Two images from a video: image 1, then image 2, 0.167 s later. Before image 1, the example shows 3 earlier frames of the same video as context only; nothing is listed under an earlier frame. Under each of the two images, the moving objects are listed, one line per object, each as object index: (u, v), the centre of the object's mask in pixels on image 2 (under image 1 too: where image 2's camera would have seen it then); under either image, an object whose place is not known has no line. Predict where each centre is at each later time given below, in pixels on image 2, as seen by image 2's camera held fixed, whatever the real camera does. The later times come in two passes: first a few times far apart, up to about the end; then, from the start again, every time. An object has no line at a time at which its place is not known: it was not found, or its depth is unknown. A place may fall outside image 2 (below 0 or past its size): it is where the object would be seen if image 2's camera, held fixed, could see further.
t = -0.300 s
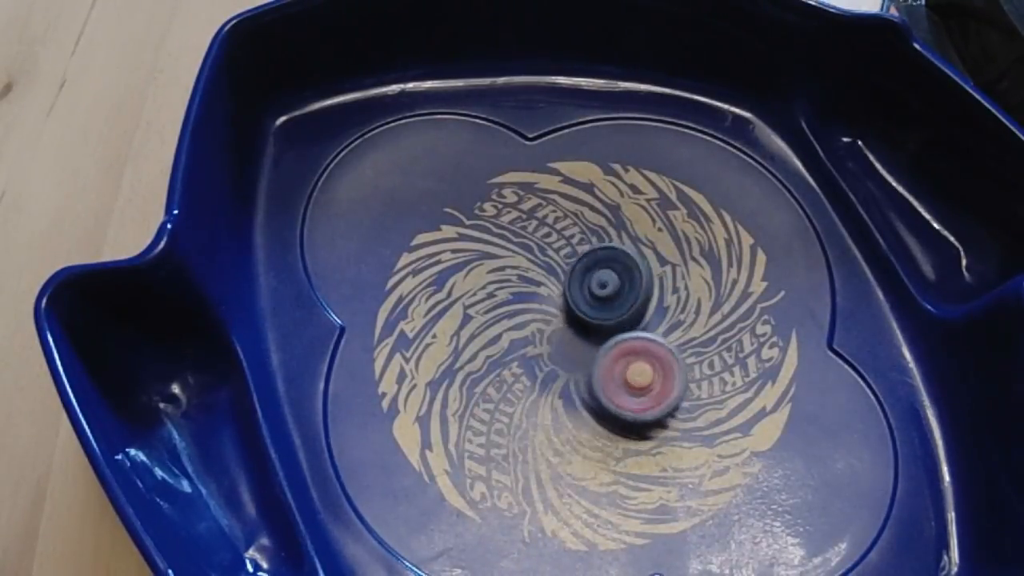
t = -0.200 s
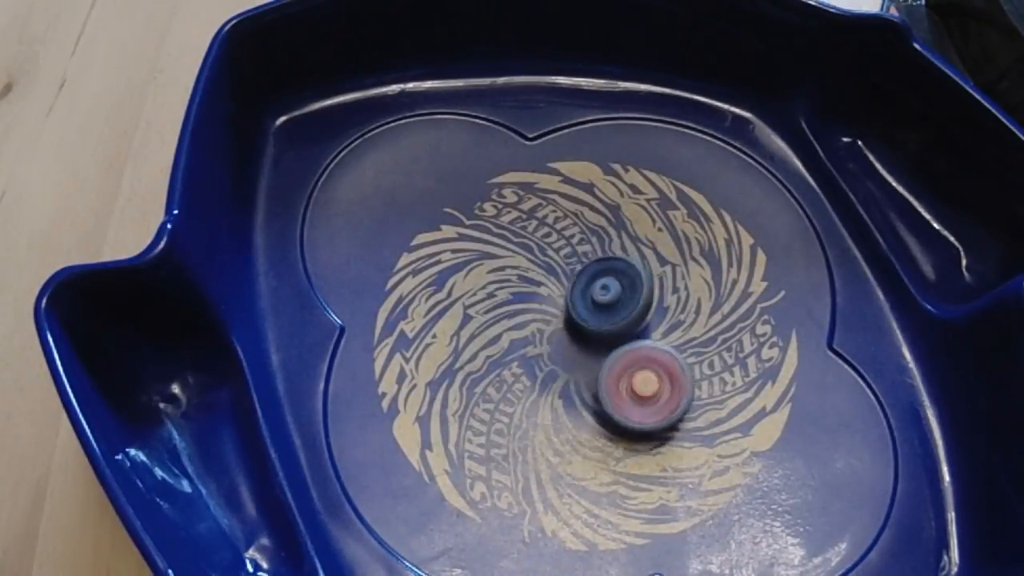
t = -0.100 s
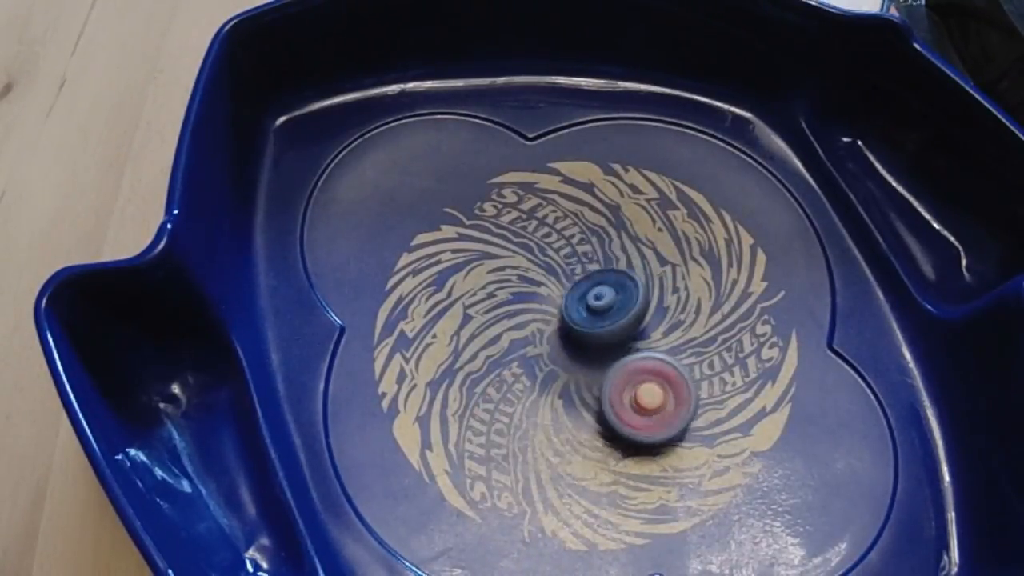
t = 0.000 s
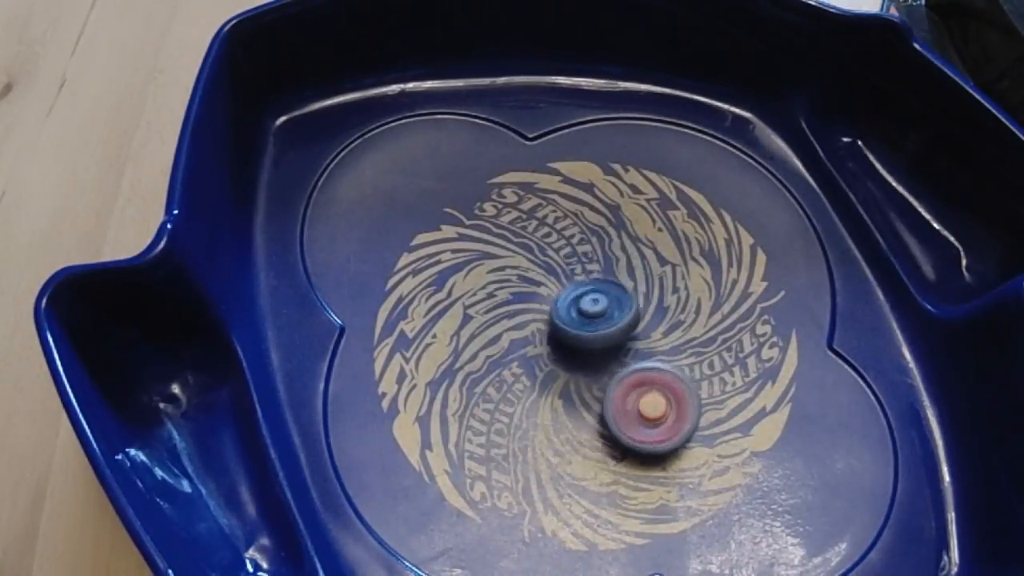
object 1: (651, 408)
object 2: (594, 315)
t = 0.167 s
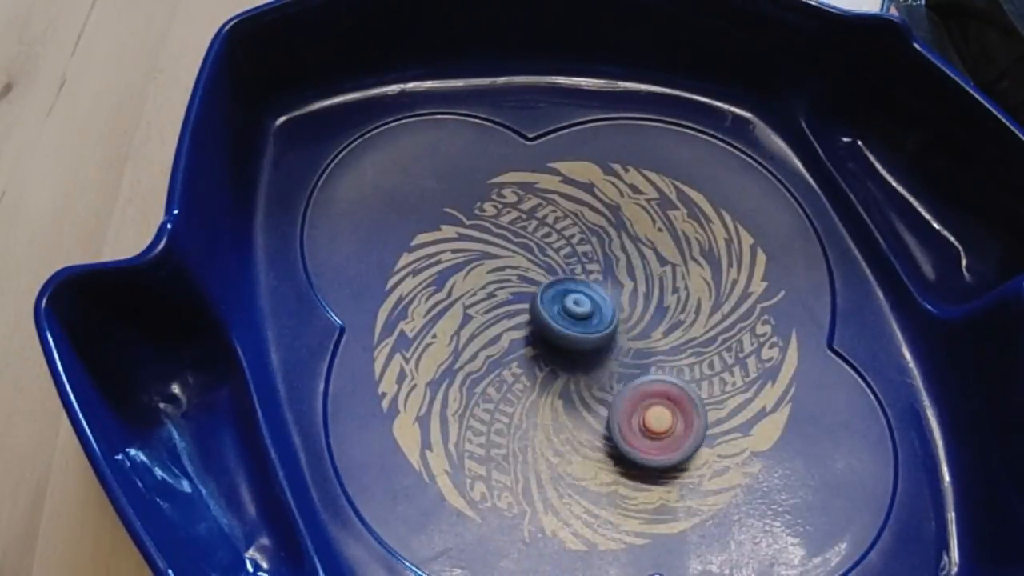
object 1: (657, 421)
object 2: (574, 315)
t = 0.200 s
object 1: (658, 423)
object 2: (570, 314)
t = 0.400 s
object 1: (662, 427)
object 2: (561, 300)
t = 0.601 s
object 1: (659, 426)
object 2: (574, 294)
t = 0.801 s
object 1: (646, 418)
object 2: (587, 308)
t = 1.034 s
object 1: (618, 410)
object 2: (575, 330)
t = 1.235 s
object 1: (599, 422)
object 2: (559, 325)
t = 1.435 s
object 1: (591, 444)
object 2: (557, 312)
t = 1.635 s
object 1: (591, 454)
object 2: (573, 315)
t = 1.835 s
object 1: (589, 456)
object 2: (580, 330)
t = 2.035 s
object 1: (587, 448)
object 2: (568, 341)
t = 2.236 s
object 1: (578, 429)
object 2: (555, 336)
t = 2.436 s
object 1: (564, 417)
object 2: (562, 327)
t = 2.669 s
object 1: (549, 419)
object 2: (578, 335)
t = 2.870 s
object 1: (538, 439)
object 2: (584, 348)
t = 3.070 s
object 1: (538, 462)
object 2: (578, 349)
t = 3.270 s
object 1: (556, 466)
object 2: (576, 344)
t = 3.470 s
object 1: (576, 448)
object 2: (583, 345)
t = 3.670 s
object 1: (584, 443)
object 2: (597, 335)
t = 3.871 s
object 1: (597, 456)
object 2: (597, 337)
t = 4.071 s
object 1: (607, 451)
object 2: (592, 337)
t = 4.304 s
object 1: (610, 429)
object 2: (590, 336)
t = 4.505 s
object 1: (605, 420)
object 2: (590, 331)
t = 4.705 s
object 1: (597, 426)
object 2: (593, 330)
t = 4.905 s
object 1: (592, 432)
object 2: (594, 333)
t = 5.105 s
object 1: (587, 435)
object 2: (590, 336)
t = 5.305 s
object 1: (584, 437)
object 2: (586, 334)
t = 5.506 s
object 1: (580, 435)
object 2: (588, 332)
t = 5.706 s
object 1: (574, 426)
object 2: (590, 336)
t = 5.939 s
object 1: (558, 427)
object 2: (590, 335)
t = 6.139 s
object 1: (549, 430)
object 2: (593, 335)
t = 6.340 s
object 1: (547, 432)
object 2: (592, 338)
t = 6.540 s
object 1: (550, 427)
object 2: (589, 339)
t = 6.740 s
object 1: (553, 420)
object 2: (591, 338)
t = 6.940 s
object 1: (552, 426)
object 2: (592, 337)
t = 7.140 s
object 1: (555, 422)
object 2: (593, 338)
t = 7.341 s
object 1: (553, 425)
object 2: (597, 339)
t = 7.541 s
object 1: (544, 440)
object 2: (592, 336)
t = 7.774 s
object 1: (544, 450)
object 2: (598, 336)
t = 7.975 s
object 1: (550, 443)
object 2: (592, 342)
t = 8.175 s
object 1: (559, 431)
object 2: (594, 334)
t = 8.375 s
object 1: (567, 417)
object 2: (603, 336)
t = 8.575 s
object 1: (552, 432)
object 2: (623, 334)
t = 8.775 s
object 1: (543, 444)
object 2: (624, 343)
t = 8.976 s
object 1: (547, 446)
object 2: (609, 343)
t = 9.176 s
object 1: (556, 441)
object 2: (602, 331)
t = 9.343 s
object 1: (569, 429)
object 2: (603, 322)
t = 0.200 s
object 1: (658, 423)
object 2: (570, 314)
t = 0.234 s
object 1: (660, 425)
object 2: (567, 312)
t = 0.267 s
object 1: (661, 426)
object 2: (565, 311)
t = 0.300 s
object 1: (662, 427)
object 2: (563, 308)
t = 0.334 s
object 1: (663, 427)
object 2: (561, 305)
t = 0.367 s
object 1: (663, 427)
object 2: (561, 303)
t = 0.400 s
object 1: (662, 427)
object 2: (561, 300)
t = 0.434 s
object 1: (663, 427)
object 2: (562, 299)
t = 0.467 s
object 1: (663, 428)
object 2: (563, 297)
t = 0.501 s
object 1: (662, 427)
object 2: (565, 295)
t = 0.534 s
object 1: (661, 427)
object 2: (568, 294)
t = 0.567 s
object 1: (660, 426)
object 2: (571, 293)
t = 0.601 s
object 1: (659, 426)
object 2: (574, 294)
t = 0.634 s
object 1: (658, 425)
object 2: (577, 296)
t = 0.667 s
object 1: (656, 423)
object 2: (580, 296)
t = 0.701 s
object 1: (654, 423)
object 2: (583, 298)
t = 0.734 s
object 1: (651, 422)
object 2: (584, 301)
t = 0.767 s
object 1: (649, 420)
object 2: (586, 304)
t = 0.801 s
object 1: (646, 418)
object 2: (587, 308)
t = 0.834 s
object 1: (643, 417)
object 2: (587, 310)
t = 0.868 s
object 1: (639, 415)
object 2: (586, 316)
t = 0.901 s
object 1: (635, 413)
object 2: (586, 319)
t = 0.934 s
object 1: (631, 413)
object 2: (584, 322)
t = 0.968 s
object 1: (627, 411)
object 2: (581, 325)
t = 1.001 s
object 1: (623, 410)
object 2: (578, 328)
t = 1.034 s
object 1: (618, 410)
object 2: (575, 330)
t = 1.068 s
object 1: (614, 409)
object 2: (572, 331)
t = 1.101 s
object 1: (610, 408)
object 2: (569, 331)
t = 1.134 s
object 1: (606, 410)
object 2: (565, 329)
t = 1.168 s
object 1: (604, 415)
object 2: (563, 326)
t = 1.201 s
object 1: (602, 418)
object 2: (562, 327)
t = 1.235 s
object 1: (599, 422)
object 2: (559, 325)
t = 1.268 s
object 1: (596, 426)
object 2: (556, 323)
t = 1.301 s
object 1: (594, 430)
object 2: (555, 320)
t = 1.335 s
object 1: (593, 435)
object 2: (555, 319)
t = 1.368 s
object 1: (592, 438)
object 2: (555, 317)
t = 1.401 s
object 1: (592, 441)
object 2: (555, 316)
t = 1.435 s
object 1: (591, 444)
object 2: (557, 312)
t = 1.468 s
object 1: (590, 446)
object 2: (559, 314)
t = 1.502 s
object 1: (590, 449)
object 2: (561, 311)
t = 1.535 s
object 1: (590, 450)
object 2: (565, 311)
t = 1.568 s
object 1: (592, 452)
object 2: (567, 312)
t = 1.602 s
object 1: (592, 453)
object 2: (571, 313)
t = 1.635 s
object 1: (591, 454)
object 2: (573, 315)
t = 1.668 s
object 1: (590, 455)
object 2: (576, 315)
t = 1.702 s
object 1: (590, 455)
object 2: (577, 318)
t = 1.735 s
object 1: (590, 456)
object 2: (579, 322)
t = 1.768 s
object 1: (589, 456)
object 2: (579, 325)
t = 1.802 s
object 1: (589, 456)
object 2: (580, 327)
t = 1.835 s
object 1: (589, 456)
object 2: (580, 330)
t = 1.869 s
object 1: (589, 455)
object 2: (579, 332)
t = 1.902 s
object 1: (589, 454)
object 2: (577, 336)
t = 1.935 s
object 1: (589, 453)
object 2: (576, 336)
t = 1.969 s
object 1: (589, 451)
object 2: (574, 338)
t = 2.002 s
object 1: (588, 450)
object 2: (570, 340)
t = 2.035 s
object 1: (587, 448)
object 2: (568, 341)
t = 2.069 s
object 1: (587, 445)
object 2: (565, 341)
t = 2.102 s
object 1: (586, 442)
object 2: (562, 342)
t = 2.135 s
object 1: (585, 438)
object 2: (560, 341)
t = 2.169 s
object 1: (583, 435)
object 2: (558, 339)
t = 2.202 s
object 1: (581, 431)
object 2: (556, 338)
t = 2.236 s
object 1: (578, 429)
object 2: (555, 336)
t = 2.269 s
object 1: (576, 426)
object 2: (554, 335)
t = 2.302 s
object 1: (574, 423)
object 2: (554, 334)
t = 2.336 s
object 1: (572, 420)
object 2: (554, 333)
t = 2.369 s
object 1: (569, 418)
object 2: (555, 331)
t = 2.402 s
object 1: (566, 418)
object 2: (558, 329)
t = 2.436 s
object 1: (564, 417)
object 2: (562, 327)
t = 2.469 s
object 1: (562, 417)
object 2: (564, 328)
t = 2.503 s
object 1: (558, 416)
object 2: (565, 329)
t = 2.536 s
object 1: (555, 416)
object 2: (568, 328)
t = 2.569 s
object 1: (553, 417)
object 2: (573, 329)
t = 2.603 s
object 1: (551, 417)
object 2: (576, 331)
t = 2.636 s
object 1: (550, 418)
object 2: (576, 334)
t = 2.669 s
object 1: (549, 419)
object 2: (578, 335)
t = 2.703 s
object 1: (548, 420)
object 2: (579, 337)
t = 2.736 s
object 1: (546, 421)
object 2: (580, 339)
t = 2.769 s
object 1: (545, 423)
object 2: (582, 342)
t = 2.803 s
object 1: (542, 430)
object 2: (583, 343)
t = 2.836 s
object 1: (539, 435)
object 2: (586, 344)
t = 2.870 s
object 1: (538, 439)
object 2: (584, 348)
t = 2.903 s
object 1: (538, 442)
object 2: (583, 350)
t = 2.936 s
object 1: (537, 446)
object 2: (582, 349)
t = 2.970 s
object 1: (536, 451)
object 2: (582, 349)
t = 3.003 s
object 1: (536, 456)
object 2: (581, 349)
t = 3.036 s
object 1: (536, 459)
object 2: (579, 349)
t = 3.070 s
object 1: (538, 462)
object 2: (578, 349)
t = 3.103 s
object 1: (540, 465)
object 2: (577, 348)
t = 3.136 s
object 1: (543, 467)
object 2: (577, 348)
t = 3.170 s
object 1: (546, 467)
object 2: (576, 348)
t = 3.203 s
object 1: (549, 468)
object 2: (576, 346)
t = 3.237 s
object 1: (552, 468)
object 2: (575, 346)
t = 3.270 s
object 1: (556, 466)
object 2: (576, 344)
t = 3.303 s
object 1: (560, 465)
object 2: (577, 344)
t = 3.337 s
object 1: (563, 463)
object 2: (578, 344)
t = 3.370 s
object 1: (566, 460)
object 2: (579, 343)
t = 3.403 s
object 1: (571, 456)
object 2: (580, 344)
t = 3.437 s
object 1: (573, 453)
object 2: (581, 343)
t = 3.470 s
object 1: (576, 448)
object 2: (583, 345)
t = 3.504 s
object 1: (578, 446)
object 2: (584, 346)
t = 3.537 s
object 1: (580, 441)
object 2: (587, 347)
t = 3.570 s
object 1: (583, 437)
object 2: (588, 346)
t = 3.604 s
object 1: (584, 435)
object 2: (590, 345)
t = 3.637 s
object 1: (583, 438)
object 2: (592, 342)
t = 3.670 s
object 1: (584, 443)
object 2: (597, 335)
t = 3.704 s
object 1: (586, 447)
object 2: (598, 335)
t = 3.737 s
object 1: (587, 450)
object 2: (598, 336)
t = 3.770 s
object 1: (590, 452)
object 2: (598, 337)
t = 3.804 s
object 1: (592, 454)
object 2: (597, 337)
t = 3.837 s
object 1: (594, 455)
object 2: (596, 336)
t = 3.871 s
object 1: (597, 456)
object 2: (597, 337)
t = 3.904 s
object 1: (598, 457)
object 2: (596, 337)
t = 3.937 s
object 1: (601, 457)
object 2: (595, 337)
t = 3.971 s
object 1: (602, 456)
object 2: (594, 337)
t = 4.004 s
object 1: (604, 454)
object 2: (594, 336)
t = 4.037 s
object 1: (605, 453)
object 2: (594, 337)
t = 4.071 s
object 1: (607, 451)
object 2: (592, 337)
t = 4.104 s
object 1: (608, 449)
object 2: (592, 336)
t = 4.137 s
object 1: (609, 446)
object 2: (591, 336)
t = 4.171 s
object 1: (609, 444)
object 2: (591, 336)
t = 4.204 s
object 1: (611, 441)
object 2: (591, 336)
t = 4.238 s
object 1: (611, 437)
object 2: (590, 335)
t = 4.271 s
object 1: (611, 433)
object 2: (590, 336)
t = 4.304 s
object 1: (610, 429)
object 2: (590, 336)
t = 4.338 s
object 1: (610, 426)
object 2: (589, 335)
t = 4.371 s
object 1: (609, 424)
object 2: (589, 335)
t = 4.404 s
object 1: (609, 421)
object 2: (588, 333)
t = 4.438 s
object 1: (609, 420)
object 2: (590, 332)
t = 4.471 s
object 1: (607, 419)
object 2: (590, 332)
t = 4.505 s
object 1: (605, 420)
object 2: (590, 331)
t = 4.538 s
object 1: (604, 421)
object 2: (591, 331)
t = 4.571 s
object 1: (602, 422)
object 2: (591, 330)
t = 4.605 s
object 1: (600, 423)
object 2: (591, 329)
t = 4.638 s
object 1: (599, 425)
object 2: (591, 330)
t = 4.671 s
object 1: (598, 426)
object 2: (592, 330)
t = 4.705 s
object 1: (597, 426)
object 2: (593, 330)
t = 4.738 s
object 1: (596, 427)
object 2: (594, 330)
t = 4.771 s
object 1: (594, 428)
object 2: (594, 330)
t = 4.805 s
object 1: (594, 430)
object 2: (595, 331)
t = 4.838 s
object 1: (594, 430)
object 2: (594, 331)
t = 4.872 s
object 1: (593, 431)
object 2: (595, 332)
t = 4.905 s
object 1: (592, 432)
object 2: (594, 333)
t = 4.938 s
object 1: (591, 432)
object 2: (593, 333)
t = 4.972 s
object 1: (589, 434)
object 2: (593, 335)
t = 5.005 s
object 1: (589, 433)
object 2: (592, 335)
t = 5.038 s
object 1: (588, 434)
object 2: (592, 335)
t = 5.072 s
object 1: (587, 435)
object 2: (591, 336)
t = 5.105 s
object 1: (587, 435)
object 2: (590, 336)
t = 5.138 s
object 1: (586, 436)
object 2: (589, 335)
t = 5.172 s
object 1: (586, 437)
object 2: (588, 336)
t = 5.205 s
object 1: (585, 437)
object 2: (587, 334)
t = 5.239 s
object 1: (585, 437)
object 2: (587, 335)
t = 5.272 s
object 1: (585, 438)
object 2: (586, 335)
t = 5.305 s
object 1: (584, 437)
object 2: (586, 334)
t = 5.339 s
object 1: (583, 437)
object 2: (586, 334)
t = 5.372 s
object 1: (583, 437)
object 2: (586, 333)
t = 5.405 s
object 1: (582, 436)
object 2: (587, 333)
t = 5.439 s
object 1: (582, 436)
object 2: (587, 332)
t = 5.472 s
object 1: (581, 435)
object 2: (587, 332)
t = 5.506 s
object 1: (580, 435)
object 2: (588, 332)
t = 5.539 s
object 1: (580, 434)
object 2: (588, 332)
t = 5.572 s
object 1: (578, 433)
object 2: (589, 332)
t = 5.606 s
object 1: (577, 431)
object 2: (590, 333)
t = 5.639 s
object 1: (577, 430)
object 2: (590, 333)
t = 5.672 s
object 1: (576, 428)
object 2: (591, 334)
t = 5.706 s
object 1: (574, 426)
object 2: (590, 336)
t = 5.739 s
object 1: (572, 425)
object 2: (590, 336)
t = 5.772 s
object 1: (570, 423)
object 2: (590, 336)
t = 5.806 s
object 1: (567, 424)
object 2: (591, 335)
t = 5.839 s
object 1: (565, 425)
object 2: (593, 336)
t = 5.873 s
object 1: (562, 426)
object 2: (593, 337)
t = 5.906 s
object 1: (559, 427)
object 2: (590, 337)
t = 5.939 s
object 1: (558, 427)
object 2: (590, 335)
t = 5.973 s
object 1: (557, 428)
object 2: (591, 334)
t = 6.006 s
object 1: (555, 429)
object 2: (592, 334)
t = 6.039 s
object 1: (554, 429)
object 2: (592, 336)
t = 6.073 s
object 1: (552, 429)
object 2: (591, 336)
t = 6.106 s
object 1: (551, 430)
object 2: (591, 335)
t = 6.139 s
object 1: (549, 430)
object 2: (593, 335)
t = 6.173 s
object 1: (548, 431)
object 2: (593, 336)
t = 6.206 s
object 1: (548, 432)
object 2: (592, 336)
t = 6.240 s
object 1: (547, 432)
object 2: (592, 337)
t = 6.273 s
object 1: (547, 432)
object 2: (591, 337)
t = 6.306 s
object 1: (547, 432)
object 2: (592, 337)
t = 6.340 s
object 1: (547, 432)
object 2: (592, 338)
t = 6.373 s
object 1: (547, 431)
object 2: (591, 338)
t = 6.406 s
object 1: (547, 431)
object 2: (591, 338)
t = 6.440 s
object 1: (547, 431)
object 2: (590, 338)
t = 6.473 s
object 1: (548, 430)
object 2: (590, 338)
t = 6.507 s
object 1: (549, 429)
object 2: (590, 339)
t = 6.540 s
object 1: (550, 427)
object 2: (589, 339)
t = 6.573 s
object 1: (551, 426)
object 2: (589, 338)
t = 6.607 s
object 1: (553, 423)
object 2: (589, 339)
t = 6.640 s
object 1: (554, 422)
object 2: (589, 338)
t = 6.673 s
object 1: (552, 420)
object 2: (590, 337)
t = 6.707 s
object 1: (553, 420)
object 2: (591, 338)
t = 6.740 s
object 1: (553, 420)
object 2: (591, 338)
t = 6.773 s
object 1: (551, 422)
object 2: (592, 337)
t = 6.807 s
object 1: (551, 423)
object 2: (593, 338)
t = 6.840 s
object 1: (550, 424)
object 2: (593, 338)
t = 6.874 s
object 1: (550, 425)
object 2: (593, 338)
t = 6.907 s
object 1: (551, 426)
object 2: (593, 339)
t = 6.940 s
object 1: (552, 426)
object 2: (592, 337)
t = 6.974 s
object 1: (554, 427)
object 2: (593, 337)
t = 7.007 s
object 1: (554, 426)
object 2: (593, 337)
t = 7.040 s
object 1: (555, 426)
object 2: (593, 337)
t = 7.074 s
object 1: (556, 425)
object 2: (594, 338)
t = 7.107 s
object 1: (555, 425)
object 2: (594, 338)
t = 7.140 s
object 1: (555, 422)
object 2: (593, 338)
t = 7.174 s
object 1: (557, 420)
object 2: (593, 338)
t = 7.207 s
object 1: (558, 420)
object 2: (593, 337)
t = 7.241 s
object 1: (557, 420)
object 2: (594, 337)
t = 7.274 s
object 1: (558, 421)
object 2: (596, 339)
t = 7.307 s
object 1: (557, 421)
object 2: (596, 340)
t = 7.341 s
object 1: (553, 425)
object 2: (597, 339)
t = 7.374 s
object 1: (552, 427)
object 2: (599, 341)
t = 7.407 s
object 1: (550, 430)
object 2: (599, 343)
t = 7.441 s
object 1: (548, 433)
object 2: (595, 344)
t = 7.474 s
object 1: (546, 435)
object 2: (594, 343)
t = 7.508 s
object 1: (545, 438)
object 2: (591, 341)
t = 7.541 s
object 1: (544, 440)
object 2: (592, 336)
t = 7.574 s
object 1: (543, 442)
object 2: (594, 334)
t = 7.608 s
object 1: (542, 443)
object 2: (597, 333)
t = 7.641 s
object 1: (543, 444)
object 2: (599, 334)
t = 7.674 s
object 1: (543, 447)
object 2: (599, 335)
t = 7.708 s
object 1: (542, 449)
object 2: (598, 337)
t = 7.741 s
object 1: (543, 449)
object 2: (598, 336)
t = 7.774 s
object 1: (544, 450)
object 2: (598, 336)
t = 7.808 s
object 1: (544, 450)
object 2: (599, 336)
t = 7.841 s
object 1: (545, 448)
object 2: (600, 338)
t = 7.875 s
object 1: (547, 447)
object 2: (600, 340)
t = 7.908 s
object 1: (547, 446)
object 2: (598, 342)
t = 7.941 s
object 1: (548, 445)
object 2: (594, 342)
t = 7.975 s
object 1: (550, 443)
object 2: (592, 342)
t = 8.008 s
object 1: (551, 442)
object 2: (591, 340)
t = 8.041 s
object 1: (552, 441)
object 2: (590, 336)
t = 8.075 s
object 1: (553, 439)
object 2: (592, 334)
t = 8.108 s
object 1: (556, 436)
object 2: (593, 334)
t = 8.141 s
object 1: (558, 433)
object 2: (594, 334)
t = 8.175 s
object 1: (559, 431)
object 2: (594, 334)
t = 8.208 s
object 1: (561, 428)
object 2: (595, 334)
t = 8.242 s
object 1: (563, 424)
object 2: (595, 335)
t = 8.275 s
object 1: (566, 421)
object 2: (596, 335)
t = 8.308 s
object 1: (566, 419)
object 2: (597, 335)
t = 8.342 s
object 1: (567, 418)
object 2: (599, 335)
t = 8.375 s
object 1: (567, 417)
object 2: (603, 336)
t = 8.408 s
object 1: (564, 421)
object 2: (608, 336)
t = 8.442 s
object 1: (561, 424)
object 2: (610, 335)
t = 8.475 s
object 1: (560, 425)
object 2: (614, 332)
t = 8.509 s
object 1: (557, 428)
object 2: (616, 333)
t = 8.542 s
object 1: (554, 431)
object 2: (620, 332)
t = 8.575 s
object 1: (552, 432)
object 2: (623, 334)
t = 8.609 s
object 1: (551, 434)
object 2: (624, 334)
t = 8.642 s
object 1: (549, 436)
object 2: (625, 335)
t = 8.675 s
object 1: (547, 438)
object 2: (627, 335)
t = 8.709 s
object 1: (545, 440)
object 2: (627, 337)
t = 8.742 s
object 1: (544, 442)
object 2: (626, 341)
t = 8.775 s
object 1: (543, 444)
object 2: (624, 343)
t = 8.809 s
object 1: (542, 446)
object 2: (621, 345)
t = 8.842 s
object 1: (543, 446)
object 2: (617, 346)
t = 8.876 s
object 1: (544, 447)
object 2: (615, 346)
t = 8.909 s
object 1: (546, 448)
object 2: (615, 346)
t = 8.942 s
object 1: (546, 448)
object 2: (612, 344)
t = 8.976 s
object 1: (547, 446)
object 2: (609, 343)
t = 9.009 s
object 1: (549, 446)
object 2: (606, 341)
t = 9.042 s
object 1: (550, 445)
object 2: (605, 340)
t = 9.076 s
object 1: (550, 445)
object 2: (604, 338)
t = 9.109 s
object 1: (551, 443)
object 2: (603, 335)
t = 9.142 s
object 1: (554, 441)
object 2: (603, 333)
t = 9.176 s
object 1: (556, 441)
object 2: (602, 331)
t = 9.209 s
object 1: (557, 439)
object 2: (603, 328)
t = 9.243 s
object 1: (561, 436)
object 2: (603, 327)
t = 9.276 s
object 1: (564, 434)
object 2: (602, 326)
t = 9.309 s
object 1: (567, 432)
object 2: (602, 324)
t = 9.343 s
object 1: (569, 429)
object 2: (603, 322)
